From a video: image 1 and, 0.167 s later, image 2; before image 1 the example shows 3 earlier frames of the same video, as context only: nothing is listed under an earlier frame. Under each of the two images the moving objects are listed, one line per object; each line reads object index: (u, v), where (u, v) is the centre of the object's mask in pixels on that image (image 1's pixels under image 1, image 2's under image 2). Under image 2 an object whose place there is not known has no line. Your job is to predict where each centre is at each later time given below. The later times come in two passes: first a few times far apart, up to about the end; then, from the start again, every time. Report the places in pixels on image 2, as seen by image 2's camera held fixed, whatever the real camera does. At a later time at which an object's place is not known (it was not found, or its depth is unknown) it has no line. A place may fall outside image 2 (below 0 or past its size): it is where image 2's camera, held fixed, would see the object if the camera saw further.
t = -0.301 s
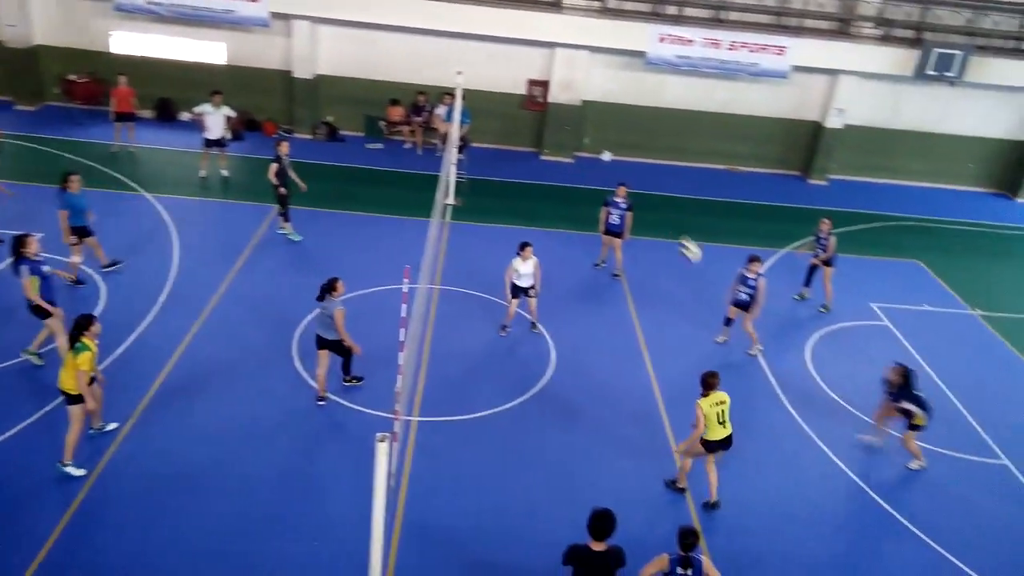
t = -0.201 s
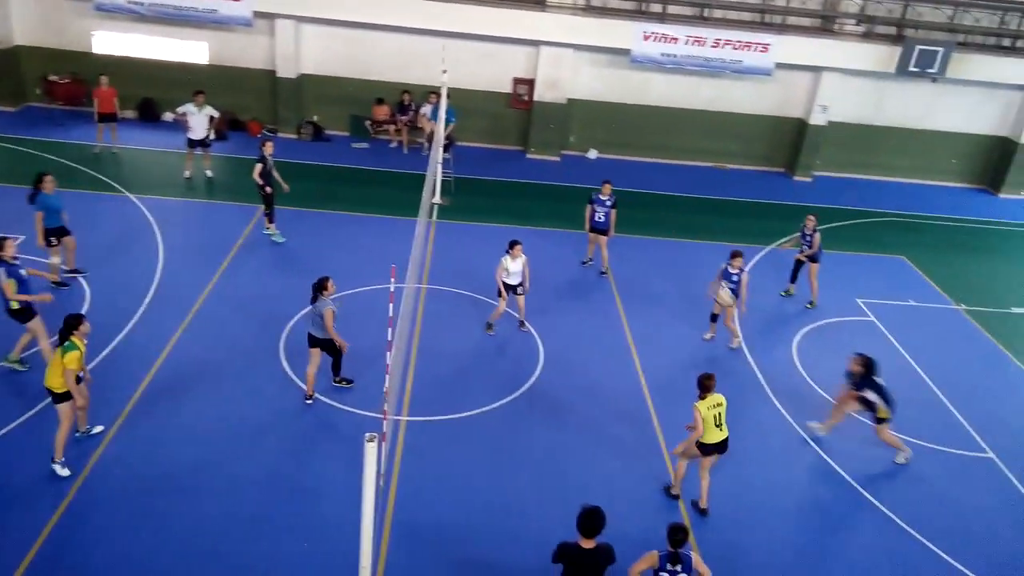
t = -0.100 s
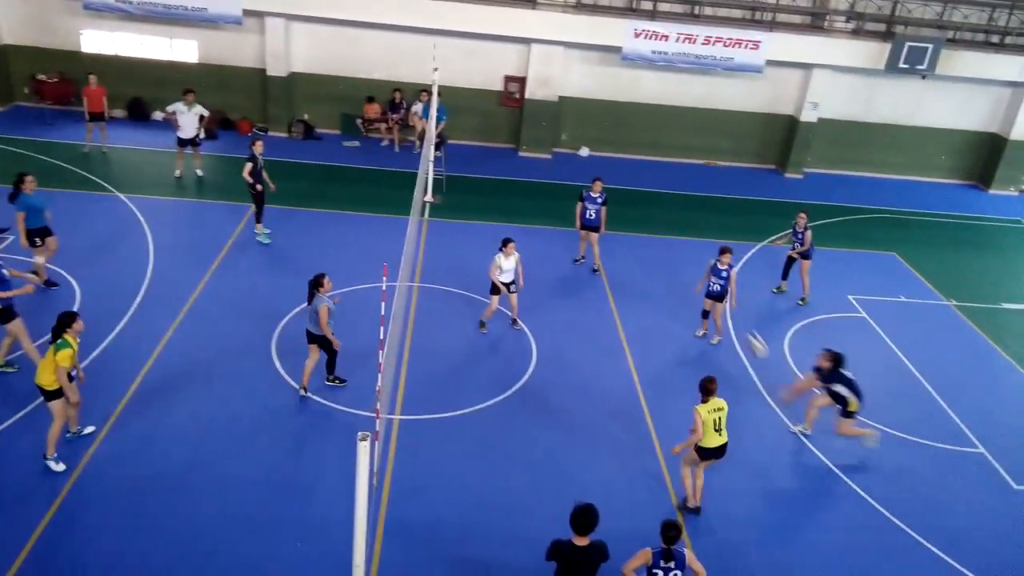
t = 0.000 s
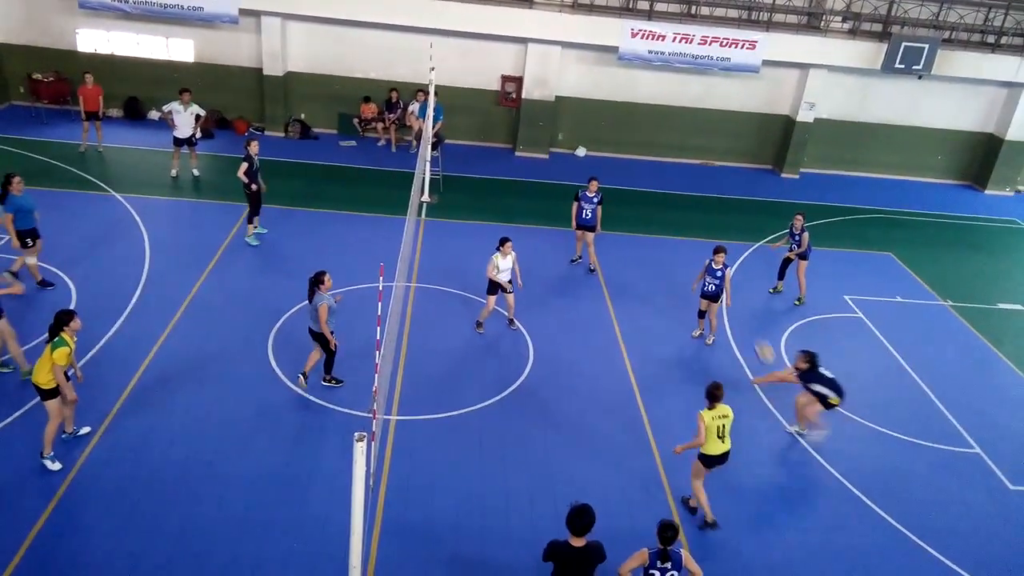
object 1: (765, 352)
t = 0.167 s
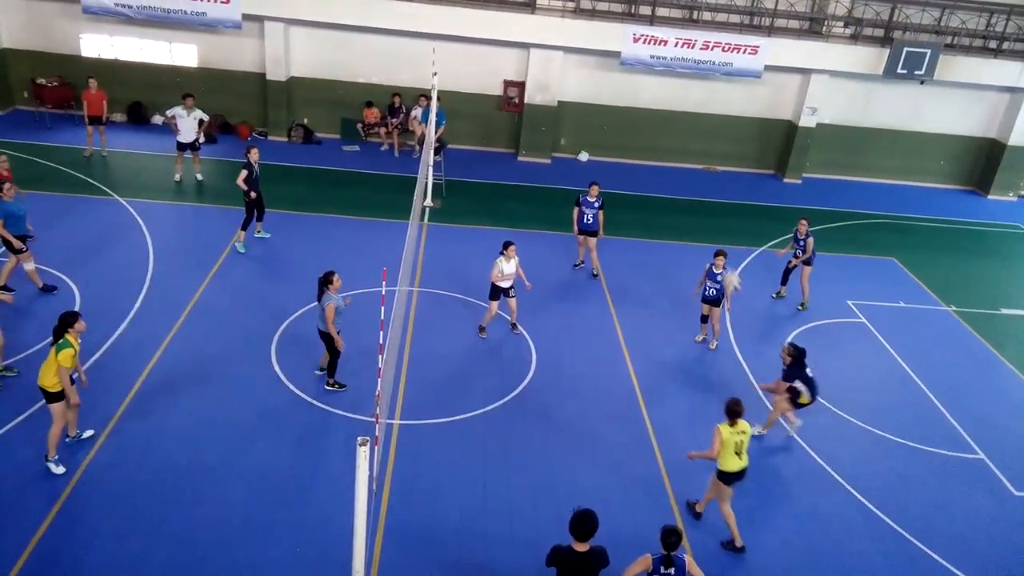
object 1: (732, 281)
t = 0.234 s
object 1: (714, 254)
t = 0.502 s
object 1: (643, 182)
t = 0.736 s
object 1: (573, 167)
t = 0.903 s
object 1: (522, 181)
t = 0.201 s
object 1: (722, 265)
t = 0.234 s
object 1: (714, 254)
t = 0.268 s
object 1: (706, 241)
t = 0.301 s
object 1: (697, 230)
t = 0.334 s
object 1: (688, 219)
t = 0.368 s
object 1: (680, 209)
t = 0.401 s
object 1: (671, 201)
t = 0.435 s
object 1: (662, 194)
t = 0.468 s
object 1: (653, 187)
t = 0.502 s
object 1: (643, 182)
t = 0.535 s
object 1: (634, 176)
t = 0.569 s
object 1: (625, 173)
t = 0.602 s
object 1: (615, 170)
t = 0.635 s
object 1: (605, 168)
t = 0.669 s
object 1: (595, 167)
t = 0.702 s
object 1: (584, 167)
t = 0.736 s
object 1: (573, 167)
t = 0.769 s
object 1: (563, 168)
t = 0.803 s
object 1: (553, 170)
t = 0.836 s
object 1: (543, 173)
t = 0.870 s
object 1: (532, 176)
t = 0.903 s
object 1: (522, 181)
